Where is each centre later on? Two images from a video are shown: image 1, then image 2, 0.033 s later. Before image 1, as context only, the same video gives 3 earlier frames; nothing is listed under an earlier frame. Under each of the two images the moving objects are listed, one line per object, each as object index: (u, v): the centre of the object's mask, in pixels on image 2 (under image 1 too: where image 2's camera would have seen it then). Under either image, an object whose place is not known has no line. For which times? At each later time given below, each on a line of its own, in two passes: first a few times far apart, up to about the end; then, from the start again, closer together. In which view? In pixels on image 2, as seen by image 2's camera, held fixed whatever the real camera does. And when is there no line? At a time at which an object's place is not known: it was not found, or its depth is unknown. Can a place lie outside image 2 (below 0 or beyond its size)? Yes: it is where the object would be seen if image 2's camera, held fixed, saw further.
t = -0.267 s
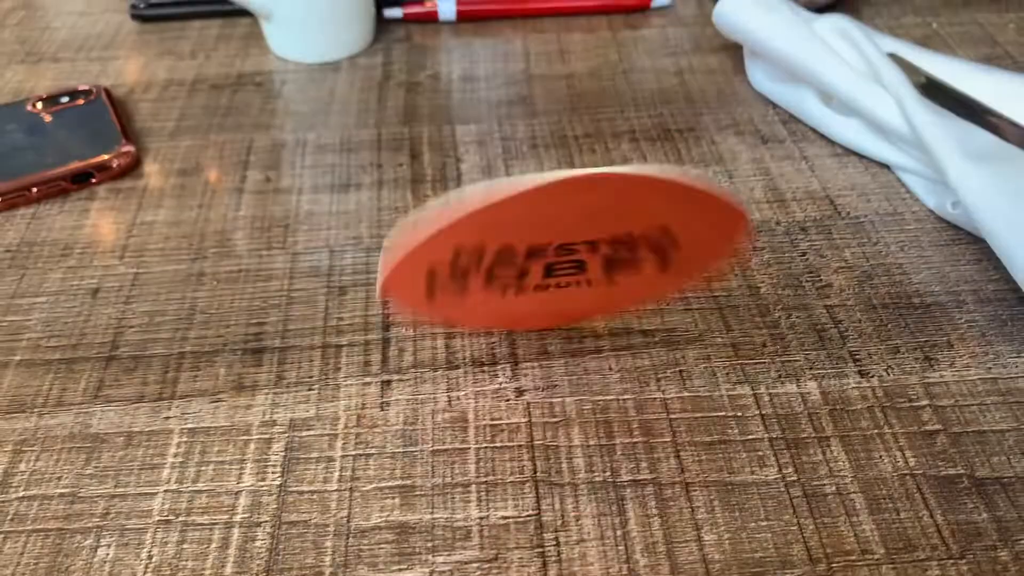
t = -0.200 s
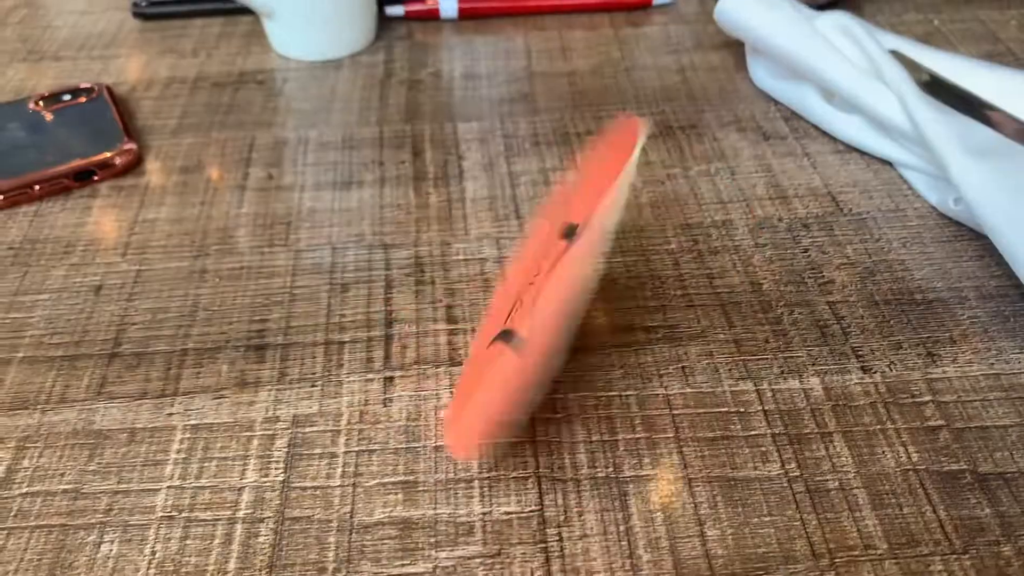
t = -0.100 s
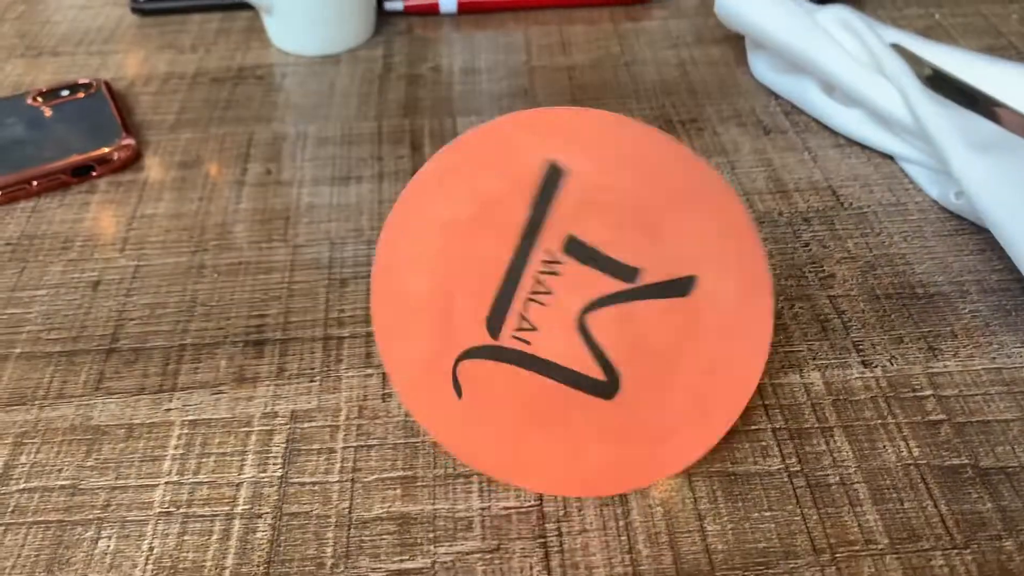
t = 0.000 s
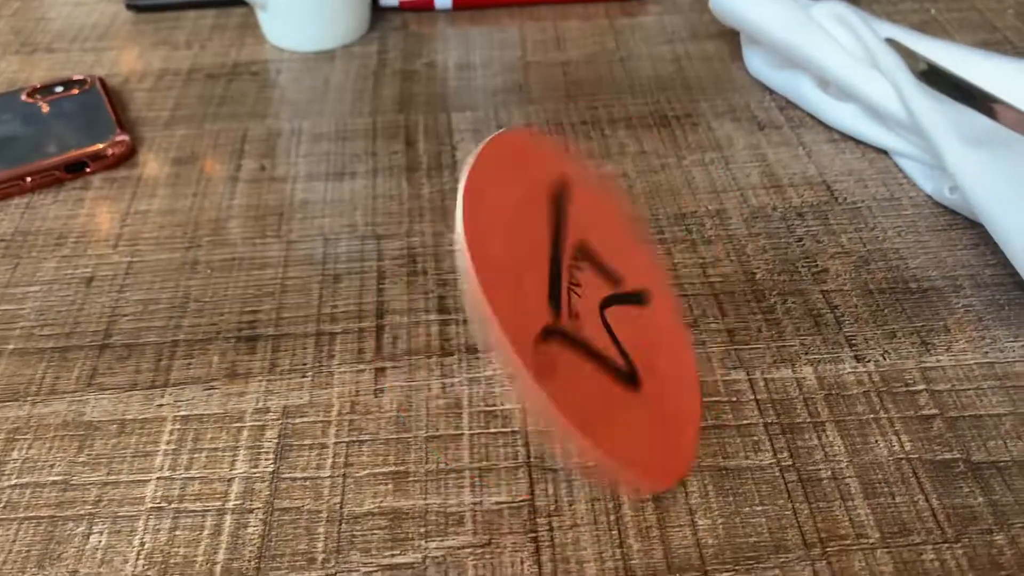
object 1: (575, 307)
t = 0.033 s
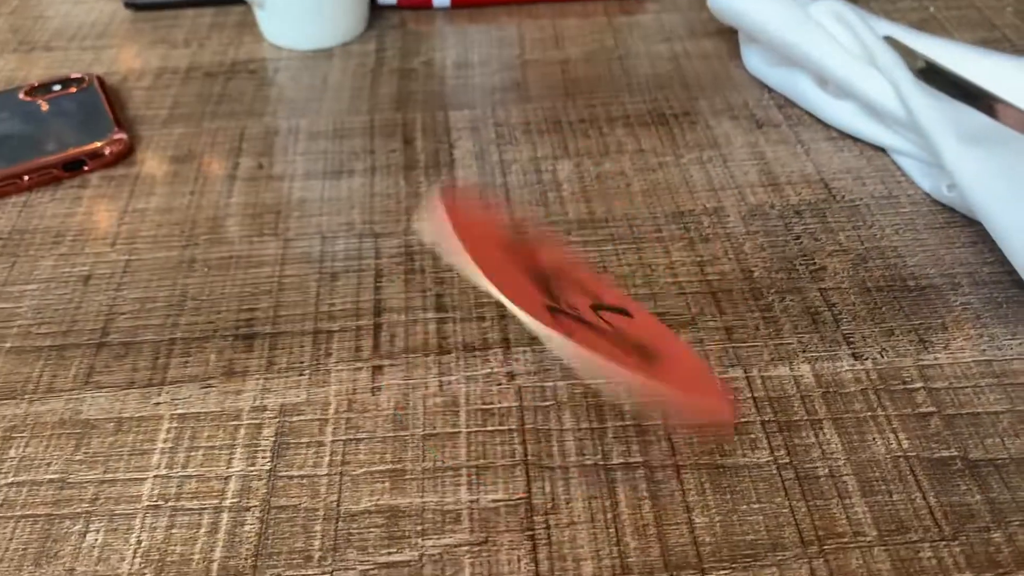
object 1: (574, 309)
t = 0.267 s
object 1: (566, 365)
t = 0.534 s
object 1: (562, 367)
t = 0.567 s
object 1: (567, 365)
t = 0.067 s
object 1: (568, 321)
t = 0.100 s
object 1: (566, 341)
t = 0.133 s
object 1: (561, 343)
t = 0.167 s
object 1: (551, 342)
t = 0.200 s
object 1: (557, 344)
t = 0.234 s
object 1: (555, 350)
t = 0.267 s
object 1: (566, 365)
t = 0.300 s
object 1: (562, 367)
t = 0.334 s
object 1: (559, 367)
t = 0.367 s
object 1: (563, 364)
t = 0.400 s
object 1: (567, 373)
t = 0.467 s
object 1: (563, 364)
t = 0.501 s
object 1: (559, 367)
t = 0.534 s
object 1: (562, 367)
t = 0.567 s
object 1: (567, 365)
